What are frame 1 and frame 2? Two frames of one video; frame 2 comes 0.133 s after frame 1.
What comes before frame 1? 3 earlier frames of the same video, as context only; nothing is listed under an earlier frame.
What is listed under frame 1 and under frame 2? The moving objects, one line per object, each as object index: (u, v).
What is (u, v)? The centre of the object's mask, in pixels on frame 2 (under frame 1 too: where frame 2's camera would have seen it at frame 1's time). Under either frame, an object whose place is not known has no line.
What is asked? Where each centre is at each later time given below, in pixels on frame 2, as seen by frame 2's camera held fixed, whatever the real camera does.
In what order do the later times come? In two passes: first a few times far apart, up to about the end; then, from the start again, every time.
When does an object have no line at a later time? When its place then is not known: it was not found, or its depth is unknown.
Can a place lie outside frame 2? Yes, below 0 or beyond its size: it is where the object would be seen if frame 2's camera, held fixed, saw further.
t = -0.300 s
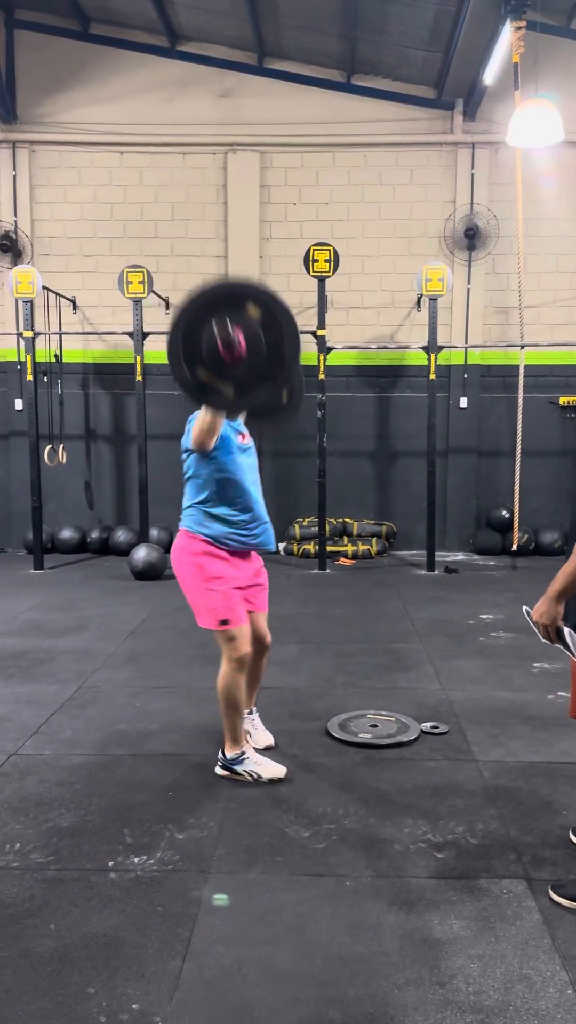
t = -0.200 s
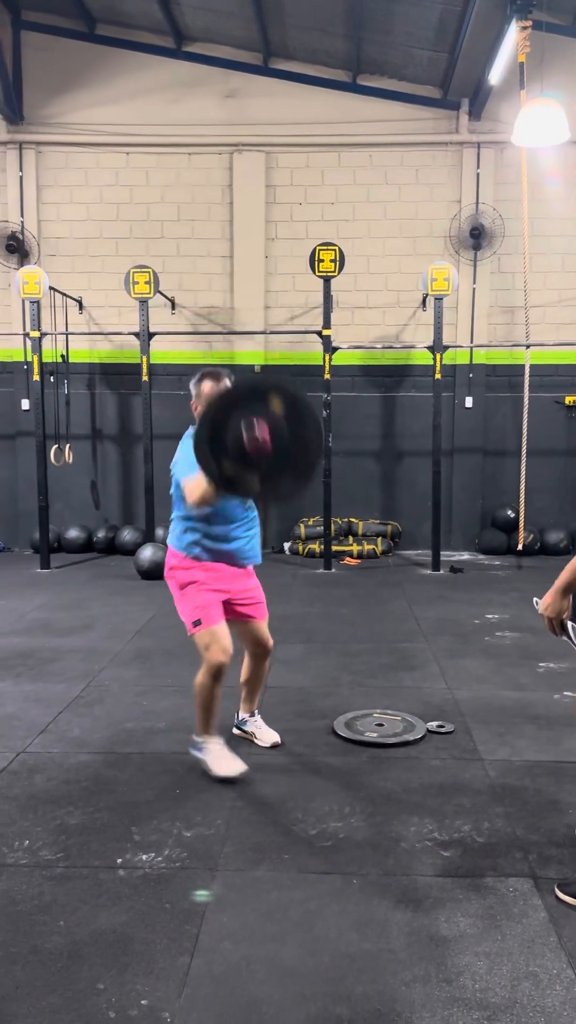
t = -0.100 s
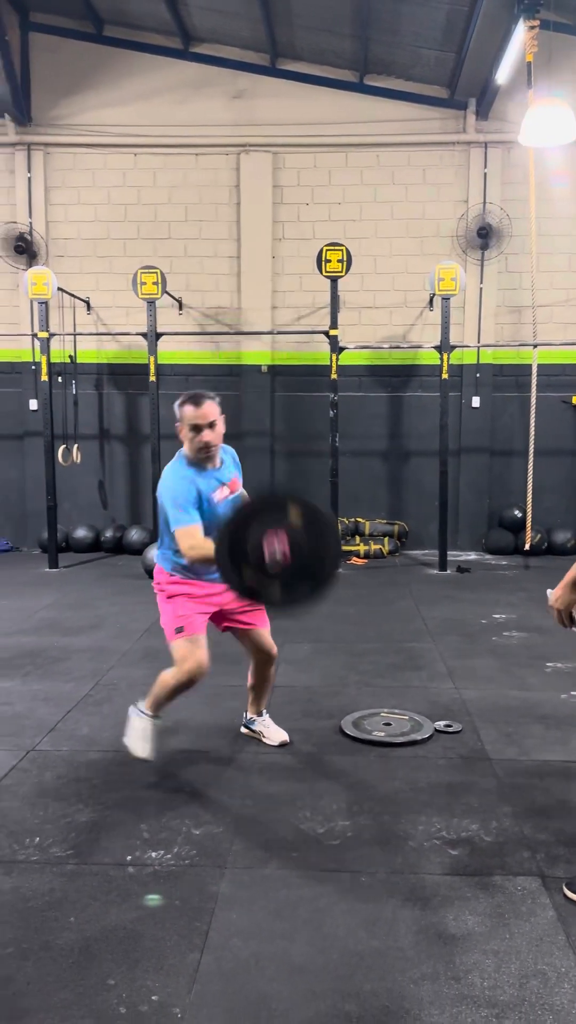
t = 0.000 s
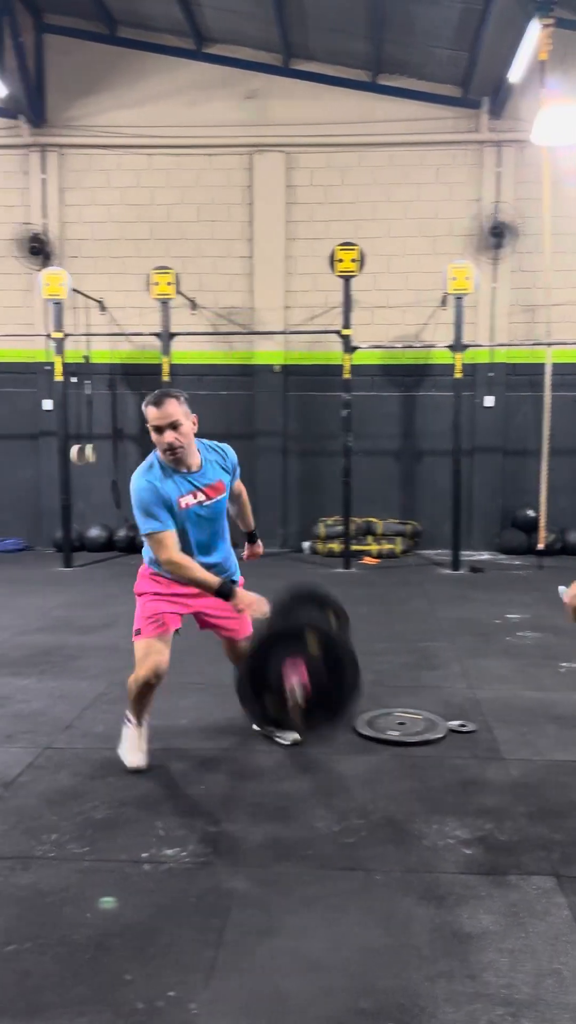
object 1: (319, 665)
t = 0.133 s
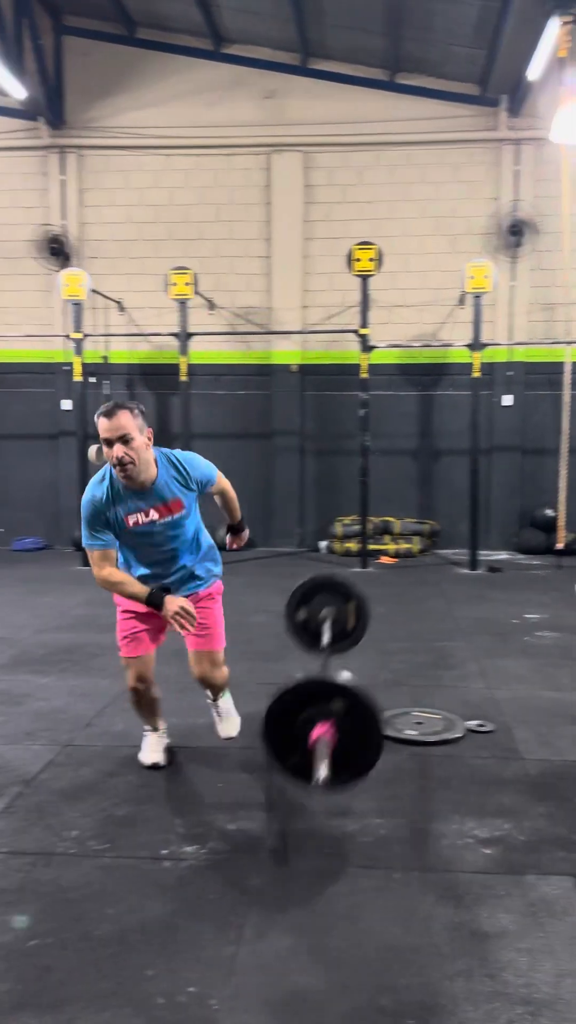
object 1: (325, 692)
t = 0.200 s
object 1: (327, 655)
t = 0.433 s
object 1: (335, 607)
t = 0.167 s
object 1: (326, 674)
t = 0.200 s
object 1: (327, 655)
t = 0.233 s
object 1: (328, 640)
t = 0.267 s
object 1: (329, 629)
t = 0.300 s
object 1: (330, 618)
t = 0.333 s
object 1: (332, 611)
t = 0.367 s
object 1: (332, 607)
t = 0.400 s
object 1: (334, 606)
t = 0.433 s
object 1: (335, 607)
